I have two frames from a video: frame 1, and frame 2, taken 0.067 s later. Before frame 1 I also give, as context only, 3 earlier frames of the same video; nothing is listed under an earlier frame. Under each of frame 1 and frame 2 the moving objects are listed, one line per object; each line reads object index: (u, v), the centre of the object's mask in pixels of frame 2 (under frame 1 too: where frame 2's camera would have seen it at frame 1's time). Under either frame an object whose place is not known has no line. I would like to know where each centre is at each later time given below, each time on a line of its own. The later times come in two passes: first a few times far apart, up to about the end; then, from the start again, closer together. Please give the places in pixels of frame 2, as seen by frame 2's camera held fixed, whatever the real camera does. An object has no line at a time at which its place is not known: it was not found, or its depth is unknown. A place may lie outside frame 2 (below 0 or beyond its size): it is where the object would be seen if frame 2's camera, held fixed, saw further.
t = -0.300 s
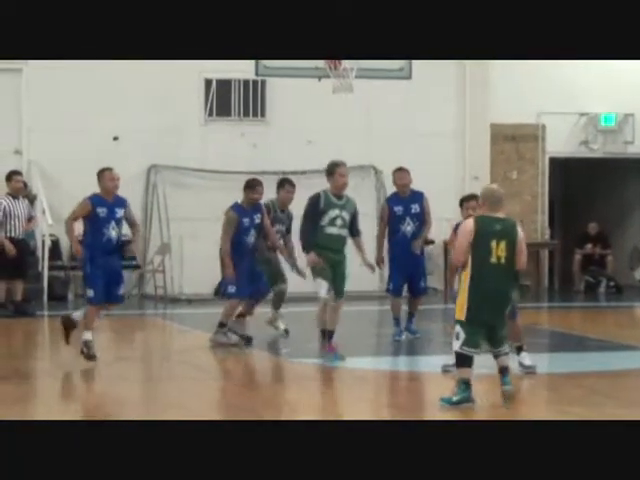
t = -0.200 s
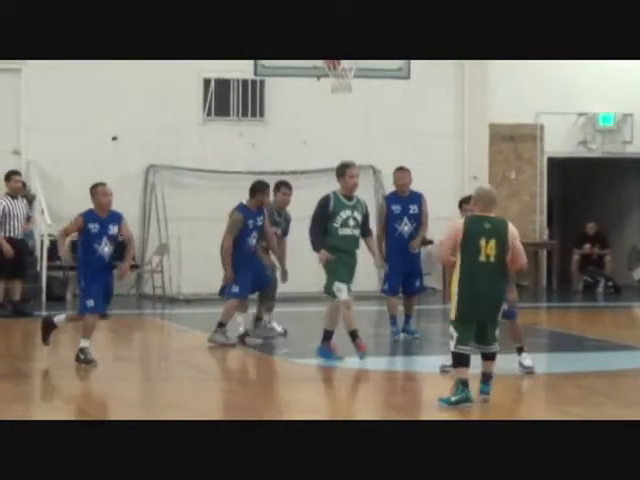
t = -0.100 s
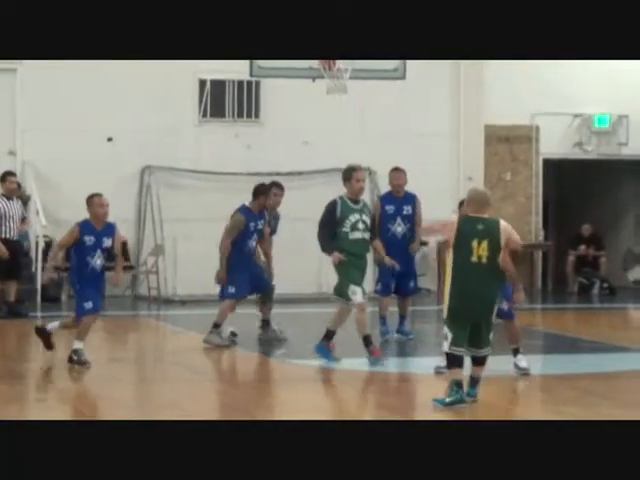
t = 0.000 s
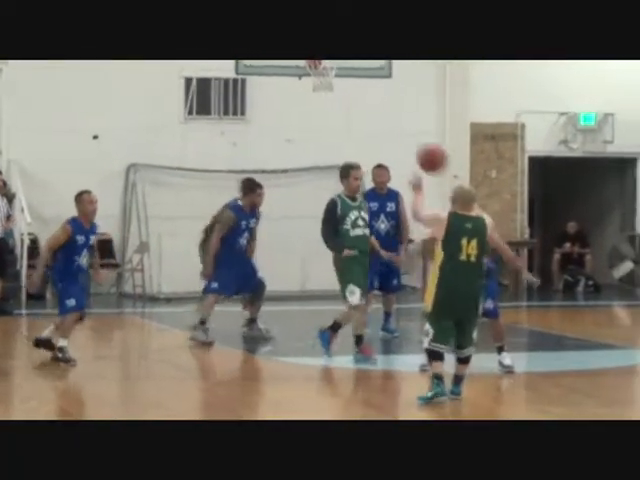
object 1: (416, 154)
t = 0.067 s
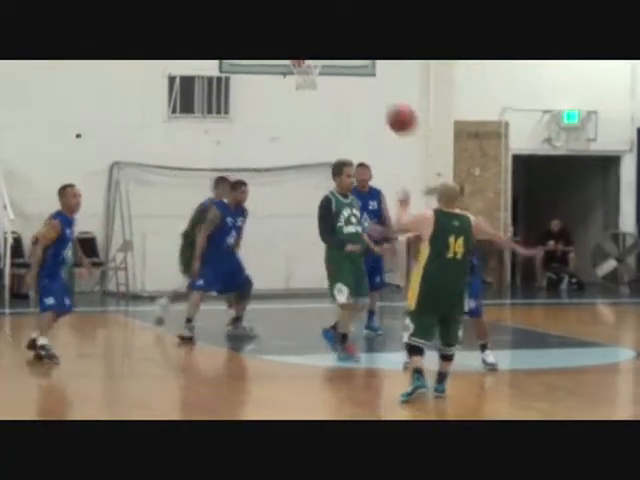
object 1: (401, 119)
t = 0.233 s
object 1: (370, 64)
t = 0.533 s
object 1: (322, 30)
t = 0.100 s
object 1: (395, 104)
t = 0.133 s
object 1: (389, 89)
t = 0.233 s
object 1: (370, 64)
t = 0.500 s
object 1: (326, 28)
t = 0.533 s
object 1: (322, 30)
